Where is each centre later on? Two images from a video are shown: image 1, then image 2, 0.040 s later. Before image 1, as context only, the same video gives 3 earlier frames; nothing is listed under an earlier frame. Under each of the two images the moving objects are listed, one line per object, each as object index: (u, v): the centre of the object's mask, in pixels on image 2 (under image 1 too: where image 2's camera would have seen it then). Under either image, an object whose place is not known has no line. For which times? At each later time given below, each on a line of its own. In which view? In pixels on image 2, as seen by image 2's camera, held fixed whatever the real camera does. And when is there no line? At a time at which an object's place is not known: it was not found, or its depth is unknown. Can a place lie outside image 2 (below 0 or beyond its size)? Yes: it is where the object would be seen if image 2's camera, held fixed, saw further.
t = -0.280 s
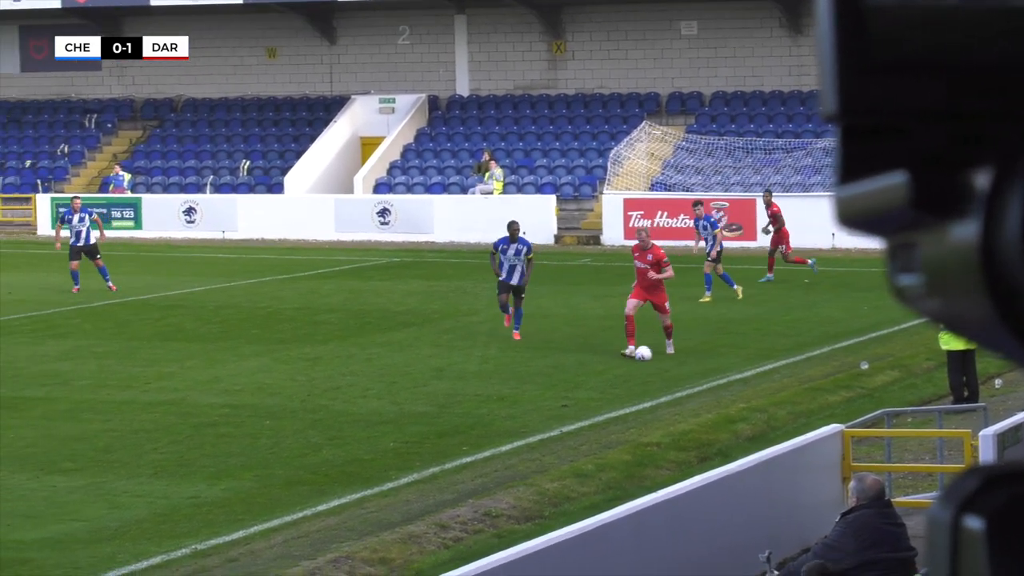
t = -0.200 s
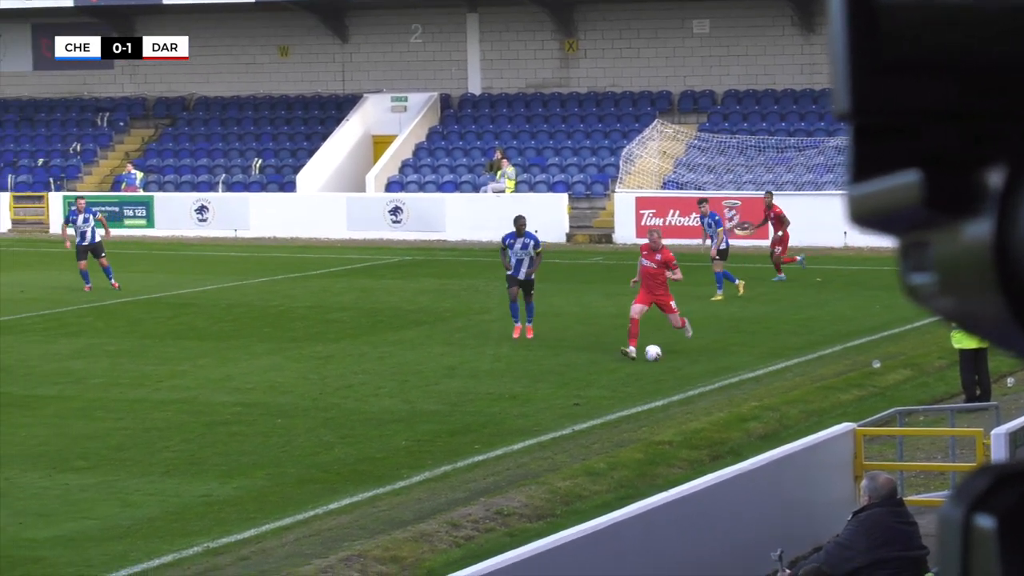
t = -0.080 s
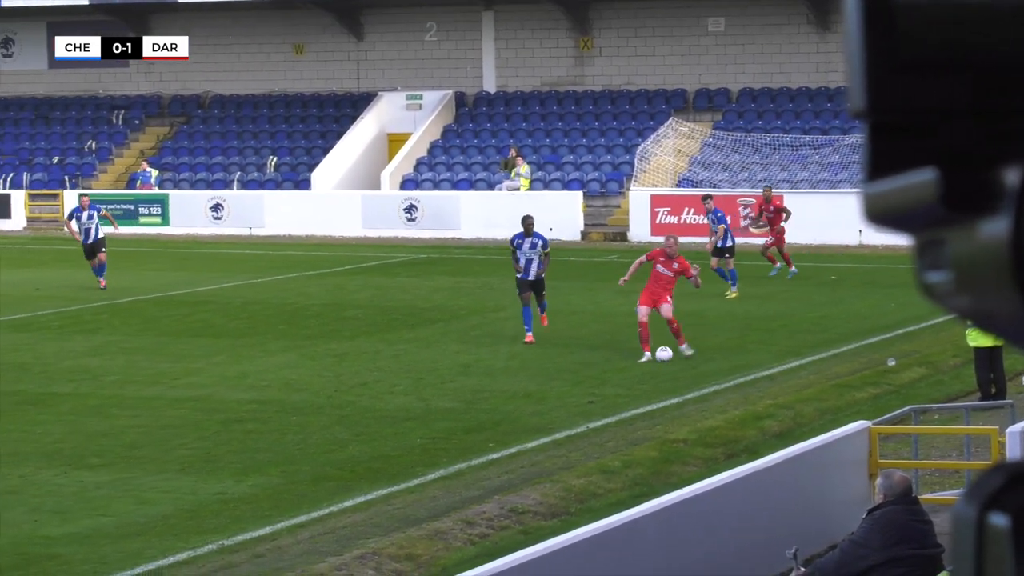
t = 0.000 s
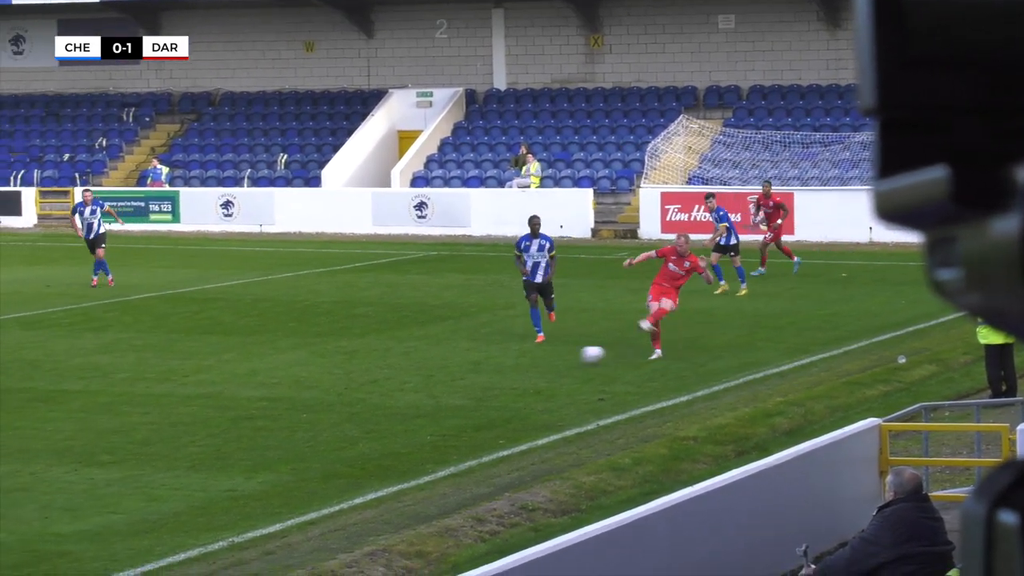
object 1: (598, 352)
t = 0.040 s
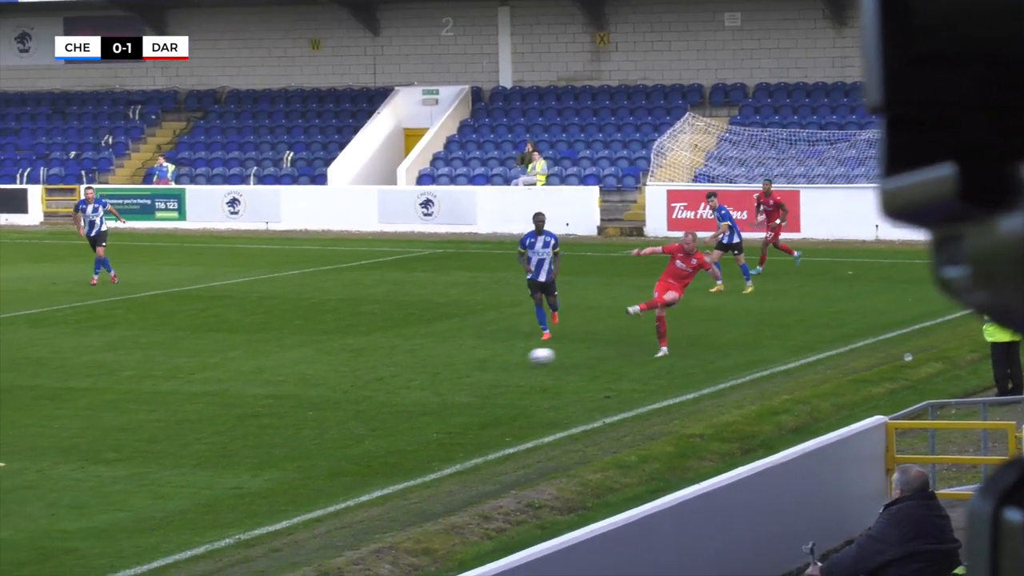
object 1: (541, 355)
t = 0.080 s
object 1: (484, 362)
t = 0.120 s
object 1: (427, 368)
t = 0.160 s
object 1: (374, 370)
